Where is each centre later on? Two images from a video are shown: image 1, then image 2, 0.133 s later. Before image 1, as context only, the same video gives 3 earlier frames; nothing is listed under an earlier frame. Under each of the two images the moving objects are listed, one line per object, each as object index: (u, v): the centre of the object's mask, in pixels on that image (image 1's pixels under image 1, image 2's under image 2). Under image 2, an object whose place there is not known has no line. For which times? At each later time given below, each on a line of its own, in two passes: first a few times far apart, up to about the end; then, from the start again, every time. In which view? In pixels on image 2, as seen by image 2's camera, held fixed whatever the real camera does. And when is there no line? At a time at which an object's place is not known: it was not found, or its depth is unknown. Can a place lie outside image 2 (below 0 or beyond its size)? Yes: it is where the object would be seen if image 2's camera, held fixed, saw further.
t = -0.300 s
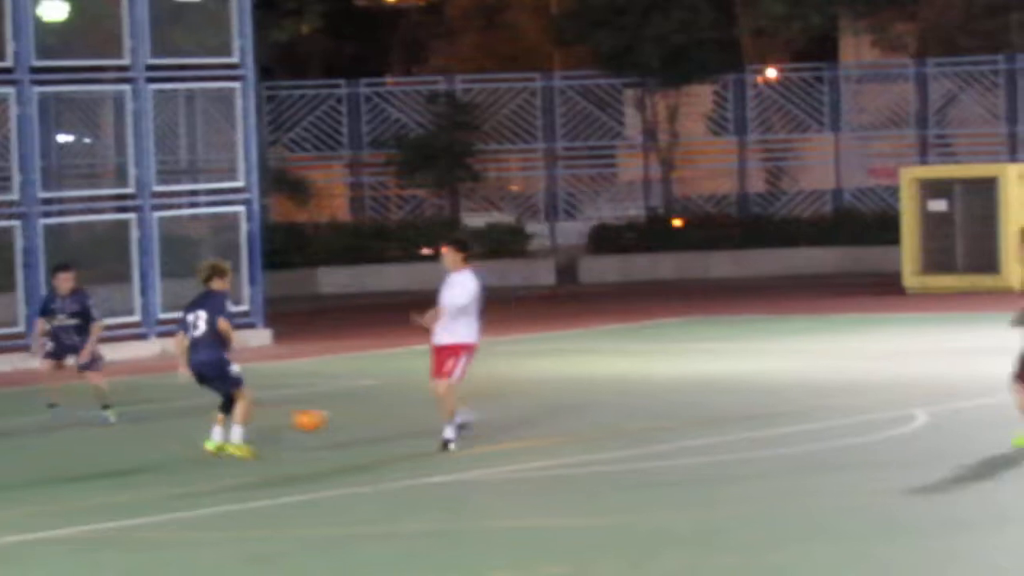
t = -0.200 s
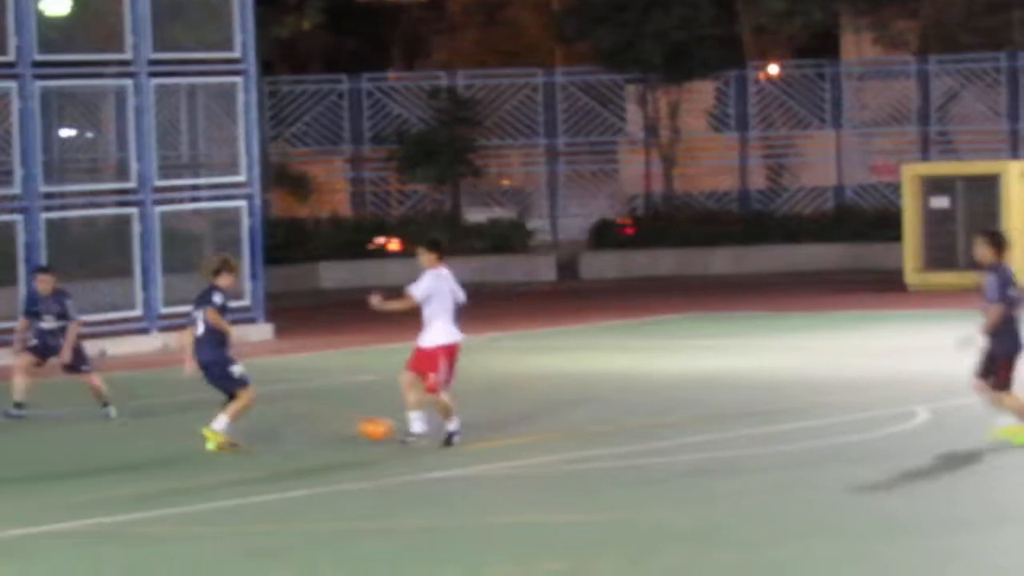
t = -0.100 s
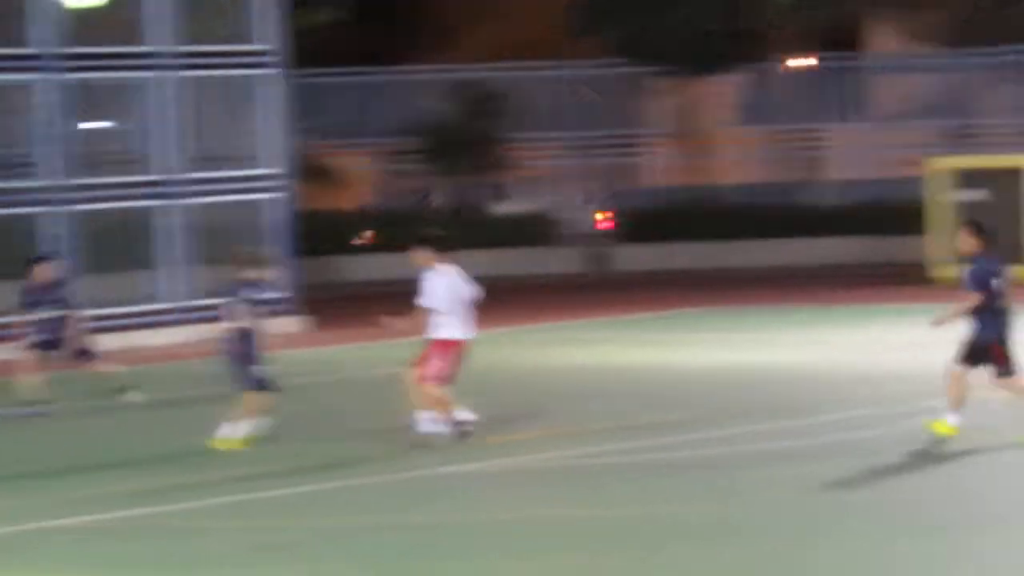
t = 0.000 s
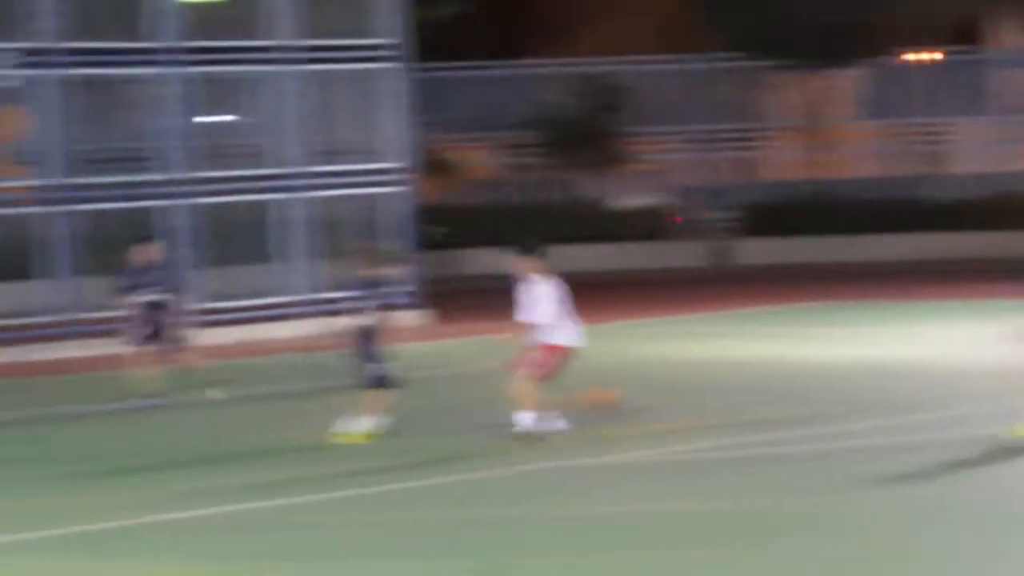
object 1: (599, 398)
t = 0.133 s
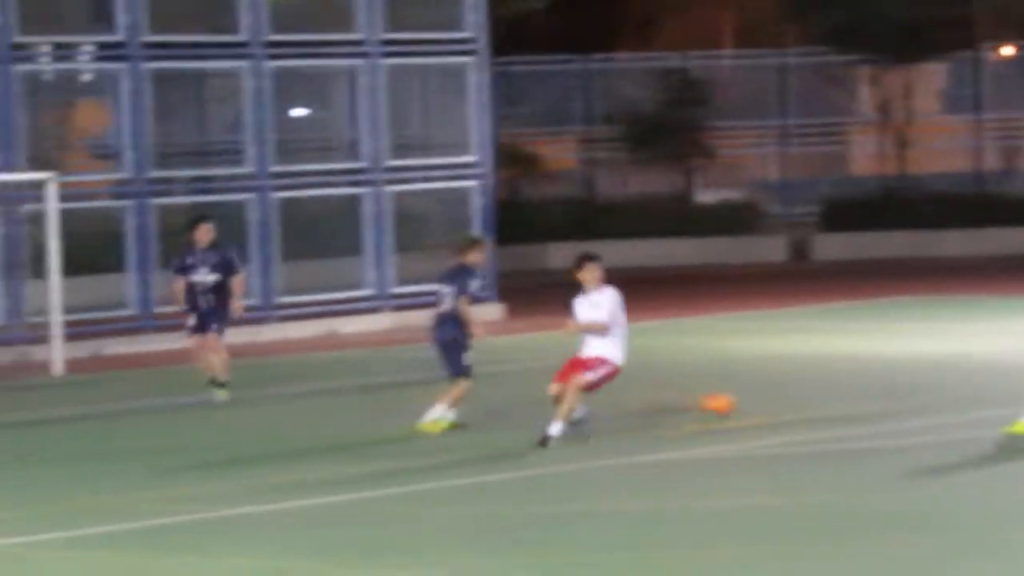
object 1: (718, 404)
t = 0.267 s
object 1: (758, 397)
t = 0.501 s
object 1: (831, 397)
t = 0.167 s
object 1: (728, 406)
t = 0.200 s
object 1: (739, 401)
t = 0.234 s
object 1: (747, 399)
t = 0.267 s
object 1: (758, 397)
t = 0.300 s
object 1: (769, 395)
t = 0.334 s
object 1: (780, 395)
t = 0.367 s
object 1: (790, 396)
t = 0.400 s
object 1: (801, 400)
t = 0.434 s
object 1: (810, 404)
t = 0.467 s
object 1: (820, 401)
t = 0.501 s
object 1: (831, 397)
